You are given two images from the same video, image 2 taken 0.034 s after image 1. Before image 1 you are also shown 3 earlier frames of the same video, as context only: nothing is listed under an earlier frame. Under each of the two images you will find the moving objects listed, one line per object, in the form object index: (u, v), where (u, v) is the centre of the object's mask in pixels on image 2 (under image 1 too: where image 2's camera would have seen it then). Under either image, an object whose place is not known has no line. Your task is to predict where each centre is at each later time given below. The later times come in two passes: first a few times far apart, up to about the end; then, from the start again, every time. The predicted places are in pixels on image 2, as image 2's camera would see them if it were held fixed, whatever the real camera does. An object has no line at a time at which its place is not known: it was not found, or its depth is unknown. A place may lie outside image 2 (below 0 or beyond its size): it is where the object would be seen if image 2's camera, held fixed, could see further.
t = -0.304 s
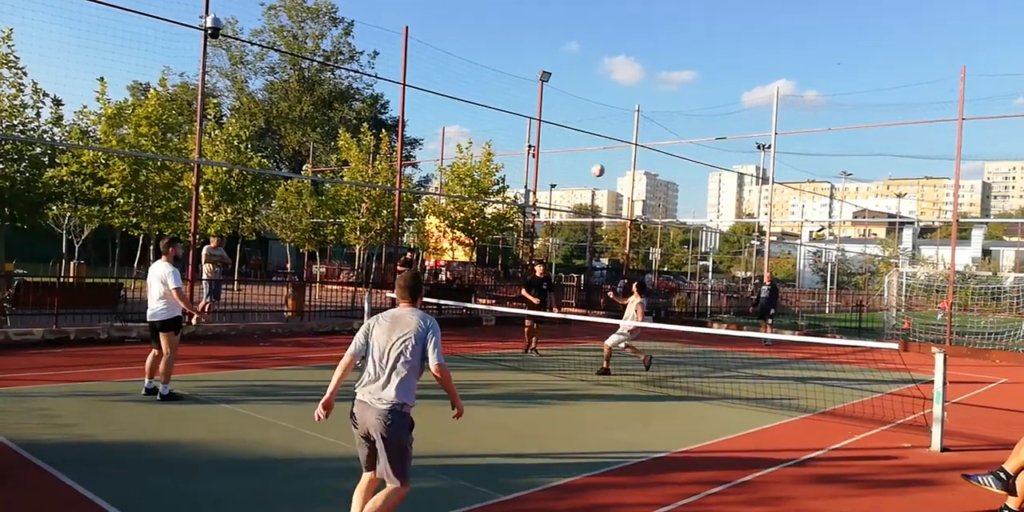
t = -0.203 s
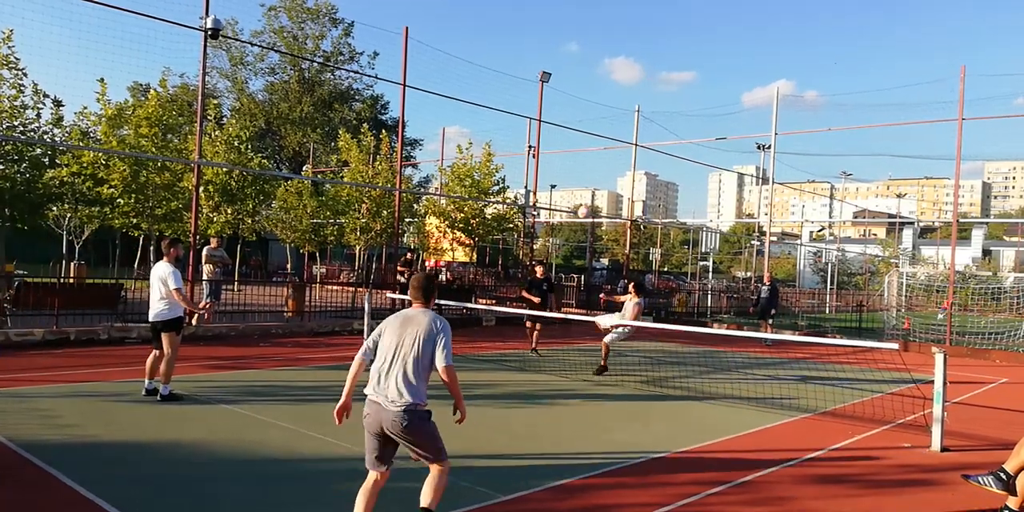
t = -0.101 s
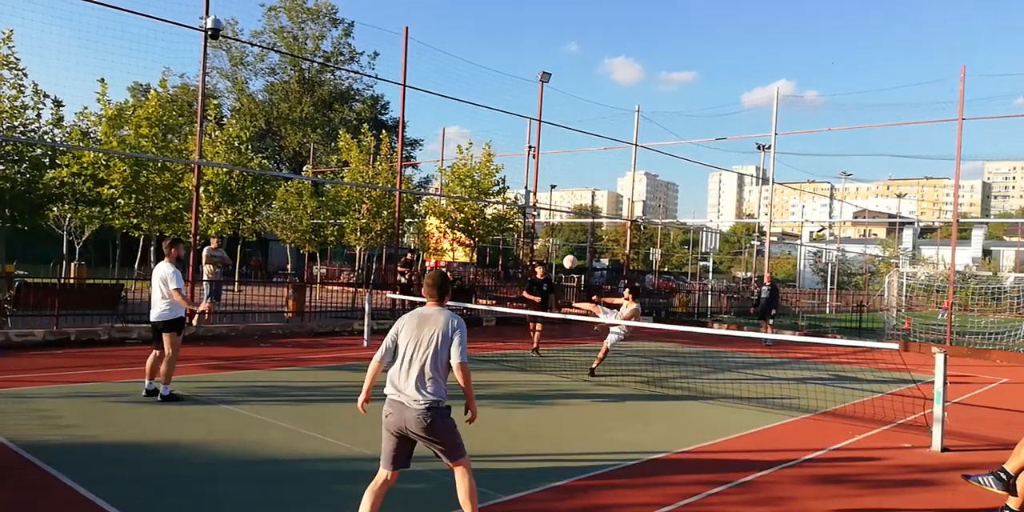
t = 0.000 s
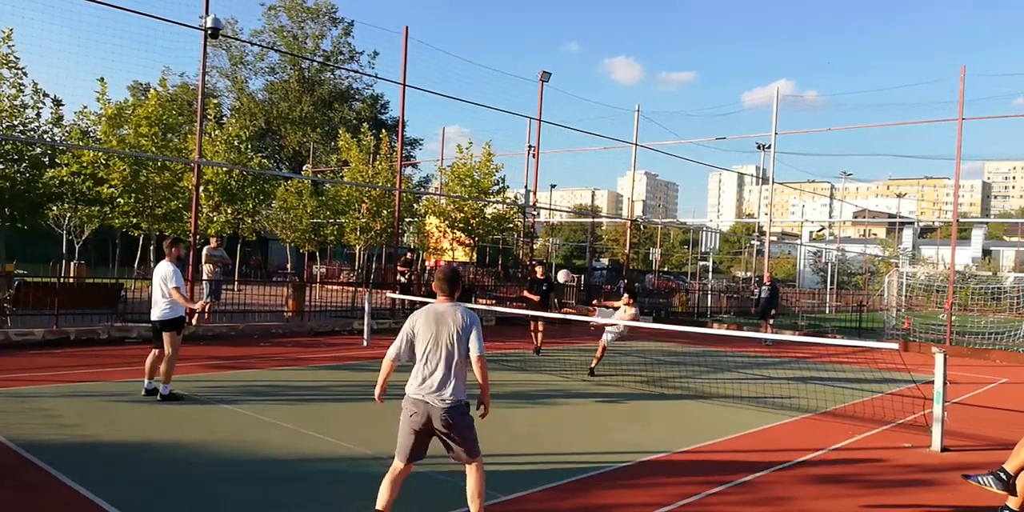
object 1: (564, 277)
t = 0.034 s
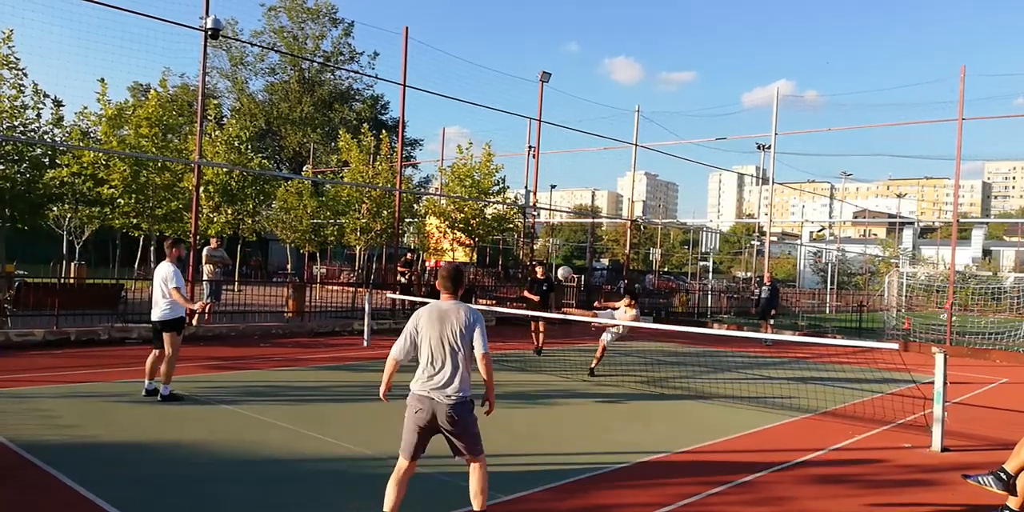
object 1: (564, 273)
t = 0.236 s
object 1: (567, 266)
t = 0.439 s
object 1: (570, 290)
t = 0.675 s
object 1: (573, 384)
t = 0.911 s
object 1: (597, 417)
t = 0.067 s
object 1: (565, 270)
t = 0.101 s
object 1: (565, 268)
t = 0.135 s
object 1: (566, 266)
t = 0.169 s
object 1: (567, 266)
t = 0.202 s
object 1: (567, 265)
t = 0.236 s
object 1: (567, 266)
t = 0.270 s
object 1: (567, 267)
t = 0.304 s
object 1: (568, 269)
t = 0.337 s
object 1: (569, 273)
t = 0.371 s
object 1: (569, 277)
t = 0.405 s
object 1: (570, 283)
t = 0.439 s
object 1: (570, 290)
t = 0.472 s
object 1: (571, 298)
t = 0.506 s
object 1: (571, 307)
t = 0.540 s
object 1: (572, 319)
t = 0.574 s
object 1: (572, 332)
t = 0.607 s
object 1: (572, 347)
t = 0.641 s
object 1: (573, 364)
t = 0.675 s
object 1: (573, 384)
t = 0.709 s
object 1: (574, 407)
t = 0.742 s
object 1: (574, 432)
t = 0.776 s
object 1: (575, 461)
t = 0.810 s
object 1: (579, 457)
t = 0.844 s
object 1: (585, 442)
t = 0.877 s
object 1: (591, 429)
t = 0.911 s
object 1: (597, 417)
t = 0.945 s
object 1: (603, 406)
